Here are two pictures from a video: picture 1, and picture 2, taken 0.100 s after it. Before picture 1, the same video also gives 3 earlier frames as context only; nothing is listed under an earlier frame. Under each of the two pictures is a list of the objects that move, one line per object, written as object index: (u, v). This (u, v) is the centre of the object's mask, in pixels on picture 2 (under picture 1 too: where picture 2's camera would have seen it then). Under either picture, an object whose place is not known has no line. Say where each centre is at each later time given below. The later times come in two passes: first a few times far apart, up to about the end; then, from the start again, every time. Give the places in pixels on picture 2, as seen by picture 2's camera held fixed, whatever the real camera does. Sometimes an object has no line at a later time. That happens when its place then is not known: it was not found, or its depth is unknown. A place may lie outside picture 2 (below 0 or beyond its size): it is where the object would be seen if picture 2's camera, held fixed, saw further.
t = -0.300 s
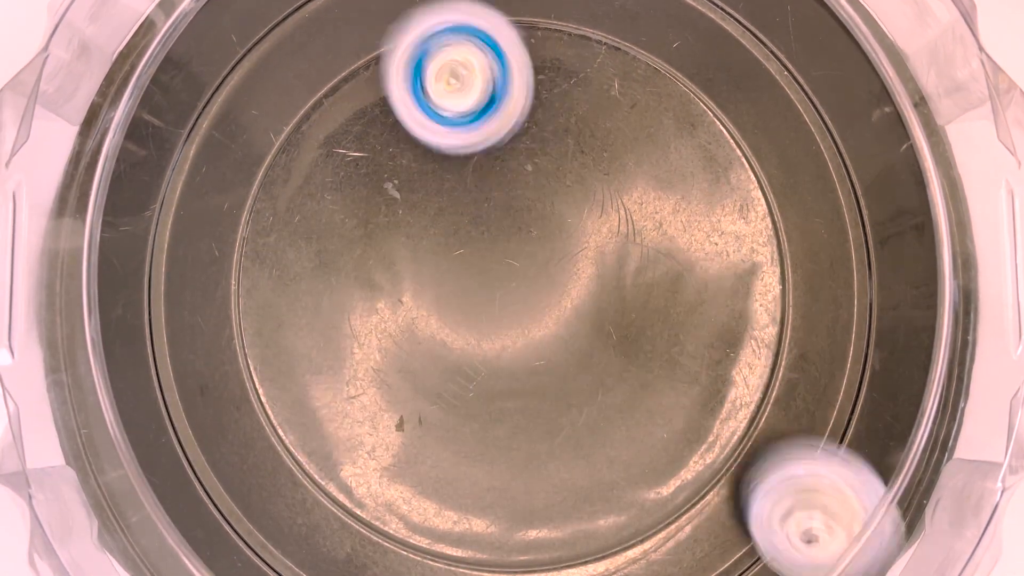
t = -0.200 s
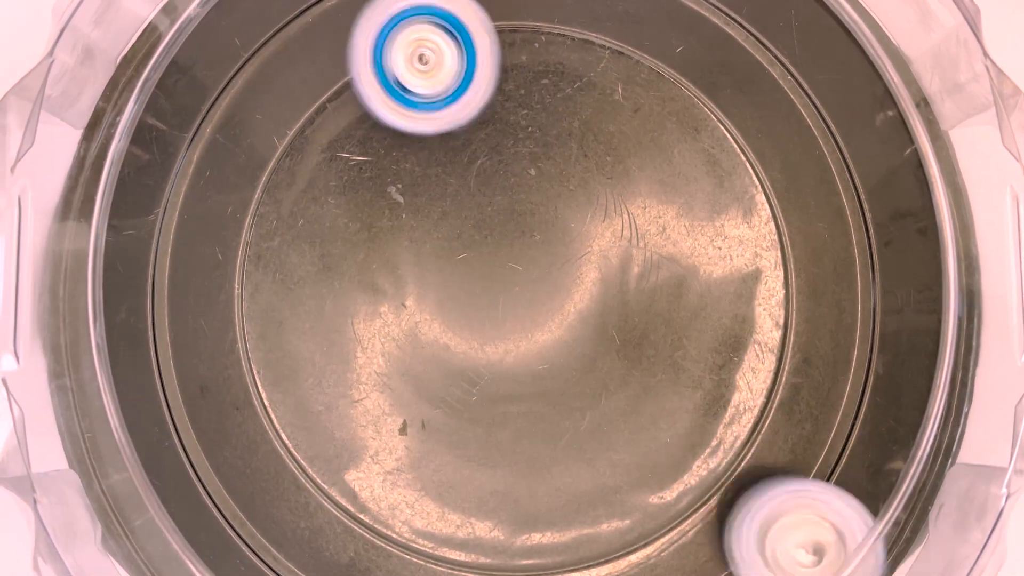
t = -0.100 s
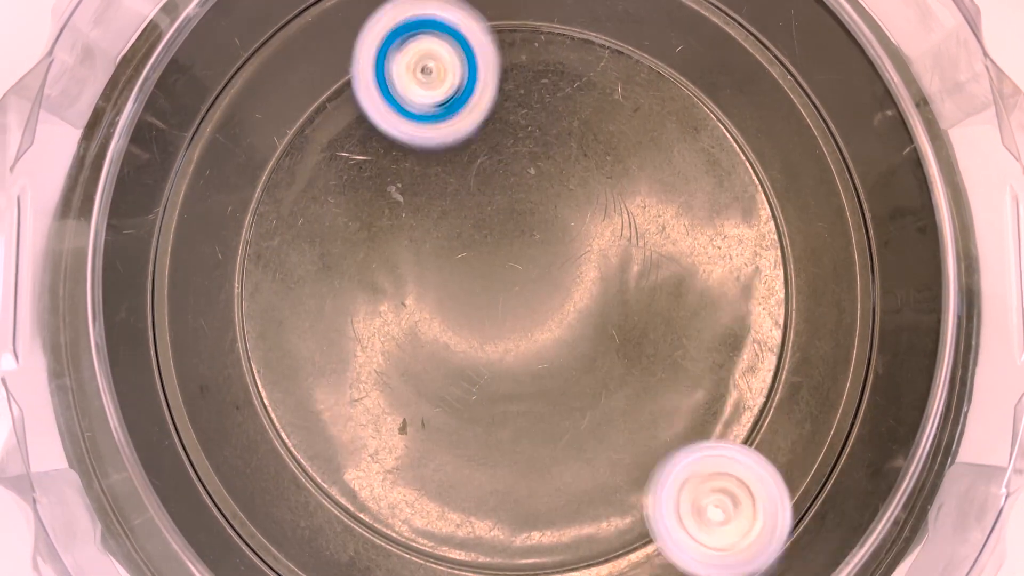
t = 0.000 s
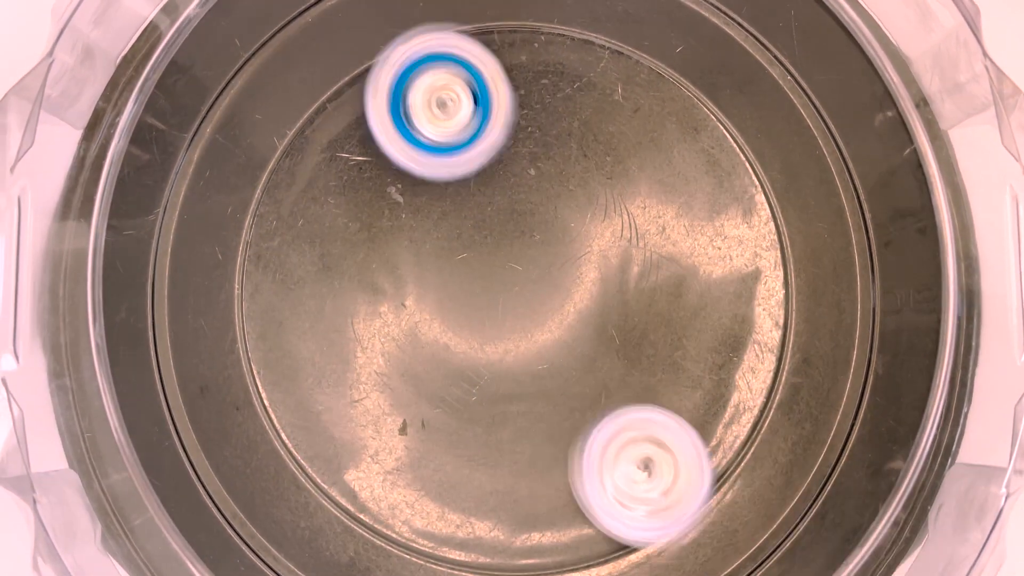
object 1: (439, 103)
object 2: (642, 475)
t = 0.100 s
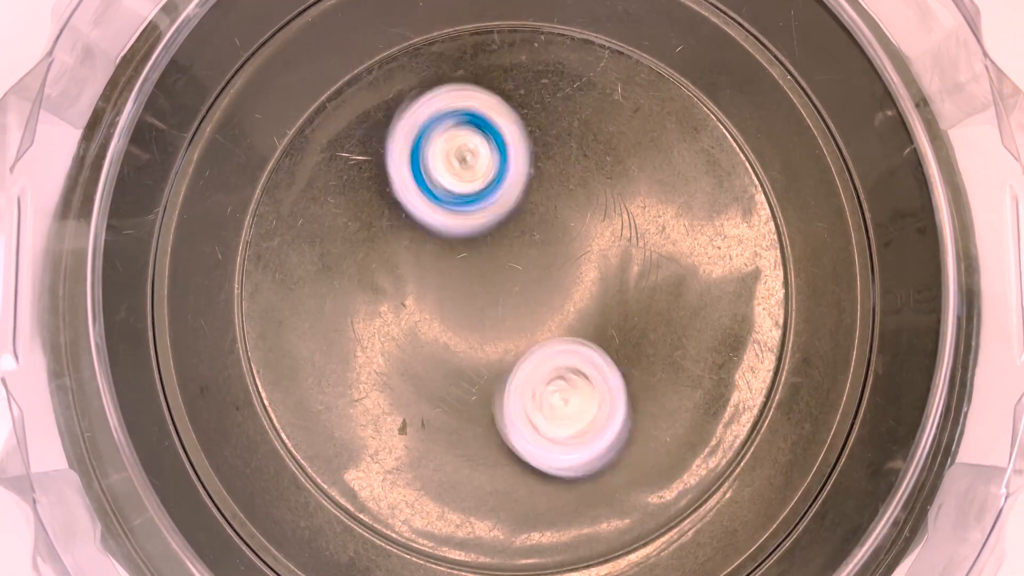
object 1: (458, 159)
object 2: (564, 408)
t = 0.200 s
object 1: (480, 220)
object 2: (499, 339)
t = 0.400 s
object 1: (518, 175)
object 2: (445, 332)
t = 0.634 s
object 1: (555, 274)
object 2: (426, 265)
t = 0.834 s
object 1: (548, 358)
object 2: (470, 207)
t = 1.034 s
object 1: (481, 378)
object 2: (549, 194)
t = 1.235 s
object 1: (472, 295)
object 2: (621, 221)
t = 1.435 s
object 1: (515, 235)
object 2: (661, 277)
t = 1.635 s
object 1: (572, 232)
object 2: (652, 345)
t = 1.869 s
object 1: (506, 267)
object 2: (571, 392)
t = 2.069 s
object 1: (455, 214)
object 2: (471, 407)
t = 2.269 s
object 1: (501, 182)
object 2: (402, 365)
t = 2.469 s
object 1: (545, 258)
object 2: (404, 279)
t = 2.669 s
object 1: (548, 336)
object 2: (476, 206)
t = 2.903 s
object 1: (510, 392)
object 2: (594, 179)
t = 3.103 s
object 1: (484, 329)
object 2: (657, 215)
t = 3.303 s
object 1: (518, 261)
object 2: (649, 275)
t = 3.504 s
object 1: (437, 268)
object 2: (671, 285)
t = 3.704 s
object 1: (440, 277)
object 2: (583, 273)
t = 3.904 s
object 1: (424, 303)
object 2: (546, 256)
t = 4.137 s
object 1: (477, 295)
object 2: (596, 214)
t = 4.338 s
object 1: (489, 297)
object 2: (665, 176)
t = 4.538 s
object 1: (484, 284)
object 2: (649, 204)
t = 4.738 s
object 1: (473, 297)
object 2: (594, 247)
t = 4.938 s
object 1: (450, 330)
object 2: (559, 250)
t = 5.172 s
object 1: (472, 325)
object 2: (562, 225)
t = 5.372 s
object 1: (479, 318)
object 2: (597, 216)
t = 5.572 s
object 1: (474, 286)
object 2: (621, 248)
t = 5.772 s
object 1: (469, 274)
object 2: (585, 302)
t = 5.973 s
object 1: (465, 276)
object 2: (538, 359)
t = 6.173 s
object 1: (494, 273)
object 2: (529, 364)
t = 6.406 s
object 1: (501, 270)
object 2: (534, 362)
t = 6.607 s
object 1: (501, 270)
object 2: (534, 362)
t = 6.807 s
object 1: (501, 270)
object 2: (534, 362)
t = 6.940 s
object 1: (501, 270)
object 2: (534, 363)
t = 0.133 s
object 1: (466, 181)
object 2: (539, 381)
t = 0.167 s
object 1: (475, 206)
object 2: (515, 358)
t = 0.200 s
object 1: (480, 220)
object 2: (499, 339)
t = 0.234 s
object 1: (485, 205)
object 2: (488, 345)
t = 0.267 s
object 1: (487, 191)
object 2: (475, 352)
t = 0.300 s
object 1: (492, 184)
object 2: (465, 352)
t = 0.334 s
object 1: (499, 178)
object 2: (457, 349)
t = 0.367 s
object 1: (507, 175)
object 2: (451, 341)
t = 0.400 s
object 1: (518, 175)
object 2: (445, 332)
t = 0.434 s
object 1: (528, 183)
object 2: (440, 324)
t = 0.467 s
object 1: (536, 196)
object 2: (438, 315)
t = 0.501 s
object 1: (540, 210)
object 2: (436, 305)
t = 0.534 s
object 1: (542, 226)
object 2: (434, 295)
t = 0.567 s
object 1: (543, 241)
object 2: (430, 288)
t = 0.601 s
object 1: (548, 257)
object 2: (429, 277)
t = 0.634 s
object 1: (555, 274)
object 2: (426, 265)
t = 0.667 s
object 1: (559, 288)
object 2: (429, 253)
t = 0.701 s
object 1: (559, 303)
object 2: (434, 242)
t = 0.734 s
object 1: (560, 318)
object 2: (440, 231)
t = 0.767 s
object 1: (558, 331)
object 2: (449, 221)
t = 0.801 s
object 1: (553, 344)
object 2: (457, 214)
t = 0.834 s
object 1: (548, 358)
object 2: (470, 207)
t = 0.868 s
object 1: (542, 368)
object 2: (482, 202)
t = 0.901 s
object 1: (531, 377)
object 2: (493, 197)
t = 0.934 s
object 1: (519, 384)
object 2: (507, 196)
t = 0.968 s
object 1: (508, 387)
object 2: (521, 194)
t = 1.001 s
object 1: (494, 385)
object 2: (536, 192)
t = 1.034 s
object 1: (481, 378)
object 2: (549, 194)
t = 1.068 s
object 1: (472, 368)
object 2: (563, 196)
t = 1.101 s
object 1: (465, 354)
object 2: (578, 199)
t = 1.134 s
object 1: (462, 339)
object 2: (589, 203)
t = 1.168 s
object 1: (463, 325)
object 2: (601, 209)
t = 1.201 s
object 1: (466, 311)
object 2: (612, 215)
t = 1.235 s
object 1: (472, 295)
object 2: (621, 221)
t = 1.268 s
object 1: (479, 283)
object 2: (630, 229)
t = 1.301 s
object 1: (488, 272)
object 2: (637, 238)
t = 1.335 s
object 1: (498, 261)
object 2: (641, 245)
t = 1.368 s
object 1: (506, 251)
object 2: (646, 257)
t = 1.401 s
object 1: (509, 243)
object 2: (656, 268)
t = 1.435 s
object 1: (515, 235)
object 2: (661, 277)
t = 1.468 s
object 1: (524, 227)
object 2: (664, 289)
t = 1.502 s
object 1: (534, 220)
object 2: (664, 300)
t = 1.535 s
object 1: (546, 218)
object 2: (664, 310)
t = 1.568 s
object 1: (558, 220)
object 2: (661, 322)
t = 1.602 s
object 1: (569, 224)
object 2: (657, 333)
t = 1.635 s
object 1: (572, 232)
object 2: (652, 345)
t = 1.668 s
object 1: (571, 242)
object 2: (647, 358)
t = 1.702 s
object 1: (564, 249)
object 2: (639, 369)
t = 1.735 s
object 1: (552, 256)
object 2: (628, 376)
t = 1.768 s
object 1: (541, 261)
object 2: (616, 383)
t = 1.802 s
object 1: (529, 264)
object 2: (603, 389)
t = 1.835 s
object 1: (518, 266)
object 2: (587, 391)
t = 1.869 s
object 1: (506, 267)
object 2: (571, 392)
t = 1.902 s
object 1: (495, 266)
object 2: (555, 393)
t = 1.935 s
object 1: (485, 264)
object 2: (537, 389)
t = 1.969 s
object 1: (475, 261)
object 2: (519, 385)
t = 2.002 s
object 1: (464, 251)
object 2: (502, 386)
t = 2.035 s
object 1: (457, 229)
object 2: (486, 400)
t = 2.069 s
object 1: (455, 214)
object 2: (471, 407)
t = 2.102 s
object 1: (456, 203)
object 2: (456, 408)
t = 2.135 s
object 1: (460, 193)
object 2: (440, 402)
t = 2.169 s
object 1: (467, 186)
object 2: (428, 396)
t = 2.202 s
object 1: (476, 180)
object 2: (418, 386)
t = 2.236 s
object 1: (489, 178)
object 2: (407, 376)
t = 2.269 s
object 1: (501, 182)
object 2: (402, 365)
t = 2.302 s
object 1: (513, 191)
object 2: (397, 351)
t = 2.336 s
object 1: (523, 202)
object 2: (393, 339)
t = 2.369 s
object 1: (532, 215)
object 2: (393, 324)
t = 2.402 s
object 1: (537, 229)
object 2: (393, 310)
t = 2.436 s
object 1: (541, 245)
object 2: (398, 295)
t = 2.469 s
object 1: (545, 258)
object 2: (404, 279)
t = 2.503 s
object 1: (547, 272)
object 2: (411, 265)
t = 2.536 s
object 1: (548, 285)
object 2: (421, 251)
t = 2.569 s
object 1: (548, 299)
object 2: (430, 238)
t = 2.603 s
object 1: (548, 312)
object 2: (444, 226)
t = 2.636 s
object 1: (548, 325)
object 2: (459, 214)
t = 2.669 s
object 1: (548, 336)
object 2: (476, 206)
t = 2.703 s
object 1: (545, 347)
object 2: (494, 197)
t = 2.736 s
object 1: (542, 358)
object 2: (510, 191)
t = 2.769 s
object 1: (536, 369)
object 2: (528, 186)
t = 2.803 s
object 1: (532, 378)
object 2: (545, 181)
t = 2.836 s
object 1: (527, 385)
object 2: (563, 179)
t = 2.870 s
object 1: (520, 390)
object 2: (579, 177)
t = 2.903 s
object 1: (510, 392)
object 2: (594, 179)
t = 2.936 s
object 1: (498, 389)
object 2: (609, 180)
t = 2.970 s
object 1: (489, 382)
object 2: (621, 186)
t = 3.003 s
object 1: (482, 370)
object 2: (634, 191)
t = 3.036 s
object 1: (481, 357)
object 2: (643, 198)
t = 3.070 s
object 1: (481, 343)
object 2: (652, 207)
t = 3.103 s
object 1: (484, 329)
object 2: (657, 215)
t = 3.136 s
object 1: (489, 315)
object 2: (661, 226)
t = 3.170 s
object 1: (493, 302)
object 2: (663, 235)
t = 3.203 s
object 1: (498, 290)
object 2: (662, 245)
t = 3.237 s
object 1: (504, 280)
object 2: (660, 255)
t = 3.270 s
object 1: (511, 270)
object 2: (654, 265)
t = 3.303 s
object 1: (518, 261)
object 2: (649, 275)
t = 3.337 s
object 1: (524, 253)
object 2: (643, 283)
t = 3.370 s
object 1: (517, 250)
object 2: (646, 288)
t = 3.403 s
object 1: (487, 254)
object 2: (665, 286)
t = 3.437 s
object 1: (465, 258)
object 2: (675, 287)
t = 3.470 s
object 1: (451, 264)
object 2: (675, 286)
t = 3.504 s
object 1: (437, 268)
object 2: (671, 285)
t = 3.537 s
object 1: (429, 269)
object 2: (666, 284)
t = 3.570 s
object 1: (428, 269)
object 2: (655, 284)
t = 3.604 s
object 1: (429, 271)
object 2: (642, 284)
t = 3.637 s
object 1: (429, 275)
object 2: (627, 281)
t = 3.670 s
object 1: (433, 273)
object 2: (607, 278)
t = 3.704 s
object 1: (440, 277)
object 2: (583, 273)
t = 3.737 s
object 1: (441, 284)
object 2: (559, 270)
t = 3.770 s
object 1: (425, 286)
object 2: (558, 264)
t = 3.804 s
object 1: (422, 294)
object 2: (553, 260)
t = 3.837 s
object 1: (419, 300)
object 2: (549, 259)
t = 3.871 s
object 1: (417, 302)
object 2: (545, 257)
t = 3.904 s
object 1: (424, 303)
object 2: (546, 256)
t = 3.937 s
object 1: (427, 306)
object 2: (548, 253)
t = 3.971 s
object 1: (423, 307)
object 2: (563, 248)
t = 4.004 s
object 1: (435, 309)
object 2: (574, 241)
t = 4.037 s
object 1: (441, 309)
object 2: (583, 236)
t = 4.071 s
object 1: (453, 302)
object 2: (587, 228)
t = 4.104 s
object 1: (471, 299)
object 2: (589, 225)
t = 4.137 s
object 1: (477, 295)
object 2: (596, 214)
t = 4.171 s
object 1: (478, 302)
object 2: (618, 196)
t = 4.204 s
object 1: (476, 310)
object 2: (634, 184)
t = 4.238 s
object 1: (482, 307)
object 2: (646, 180)
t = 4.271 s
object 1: (484, 307)
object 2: (654, 176)
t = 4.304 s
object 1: (489, 299)
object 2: (662, 176)
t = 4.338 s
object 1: (489, 297)
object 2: (665, 176)
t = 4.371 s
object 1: (487, 289)
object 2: (668, 178)
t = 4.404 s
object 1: (484, 291)
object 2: (667, 181)
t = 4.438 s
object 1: (486, 284)
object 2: (665, 185)
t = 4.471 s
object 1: (486, 286)
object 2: (660, 190)
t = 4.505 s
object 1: (485, 281)
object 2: (655, 196)
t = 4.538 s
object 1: (484, 284)
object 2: (649, 204)
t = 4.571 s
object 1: (486, 282)
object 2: (640, 212)
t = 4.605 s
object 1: (486, 284)
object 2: (628, 223)
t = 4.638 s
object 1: (489, 282)
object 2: (615, 233)
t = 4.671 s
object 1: (476, 289)
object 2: (613, 239)
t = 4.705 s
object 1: (473, 297)
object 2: (604, 243)
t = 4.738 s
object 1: (473, 297)
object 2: (594, 247)
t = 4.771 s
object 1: (472, 306)
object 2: (580, 249)
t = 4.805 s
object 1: (469, 309)
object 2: (574, 251)
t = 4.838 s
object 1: (461, 316)
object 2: (567, 253)
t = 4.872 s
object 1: (460, 327)
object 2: (567, 250)
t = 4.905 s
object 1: (455, 326)
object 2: (565, 250)
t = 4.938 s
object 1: (450, 330)
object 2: (559, 250)
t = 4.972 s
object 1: (444, 338)
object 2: (568, 241)
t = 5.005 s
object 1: (438, 340)
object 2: (570, 233)
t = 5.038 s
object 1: (440, 345)
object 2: (573, 226)
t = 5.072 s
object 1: (447, 347)
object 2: (571, 225)
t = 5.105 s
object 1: (456, 346)
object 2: (567, 222)
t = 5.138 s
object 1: (466, 338)
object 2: (566, 222)
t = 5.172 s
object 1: (472, 325)
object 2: (562, 225)
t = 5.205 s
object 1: (474, 319)
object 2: (556, 229)
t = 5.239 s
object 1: (475, 324)
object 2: (568, 221)
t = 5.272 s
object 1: (473, 325)
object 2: (580, 216)
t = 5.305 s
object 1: (470, 327)
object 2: (587, 212)
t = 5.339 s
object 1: (472, 326)
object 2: (595, 212)
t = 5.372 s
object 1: (479, 318)
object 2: (597, 216)
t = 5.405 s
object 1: (486, 312)
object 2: (600, 219)
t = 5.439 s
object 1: (489, 306)
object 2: (599, 223)
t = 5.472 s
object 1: (496, 301)
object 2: (600, 228)
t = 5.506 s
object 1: (501, 293)
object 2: (599, 236)
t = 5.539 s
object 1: (492, 287)
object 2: (606, 242)
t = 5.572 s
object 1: (474, 286)
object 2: (621, 248)
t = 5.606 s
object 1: (462, 287)
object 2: (627, 254)
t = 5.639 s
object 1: (460, 284)
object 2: (625, 263)
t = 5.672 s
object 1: (463, 280)
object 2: (616, 271)
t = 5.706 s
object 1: (465, 277)
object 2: (608, 278)
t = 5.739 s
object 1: (467, 276)
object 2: (596, 290)
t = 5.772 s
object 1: (469, 274)
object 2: (585, 302)
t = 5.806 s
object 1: (468, 272)
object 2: (575, 312)
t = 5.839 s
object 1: (463, 271)
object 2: (568, 325)
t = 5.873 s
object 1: (460, 272)
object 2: (562, 337)
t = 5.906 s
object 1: (460, 273)
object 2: (554, 348)
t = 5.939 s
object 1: (462, 274)
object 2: (545, 354)
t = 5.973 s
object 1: (465, 276)
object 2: (538, 359)
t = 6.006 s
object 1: (470, 276)
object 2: (533, 365)
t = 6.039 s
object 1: (476, 275)
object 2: (527, 368)
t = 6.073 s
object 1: (481, 272)
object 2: (524, 368)
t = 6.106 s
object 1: (486, 273)
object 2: (524, 368)
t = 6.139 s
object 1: (490, 273)
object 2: (525, 367)
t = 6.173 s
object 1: (494, 273)
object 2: (529, 364)
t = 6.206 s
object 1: (498, 271)
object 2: (533, 362)
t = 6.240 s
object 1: (500, 270)
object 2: (535, 363)
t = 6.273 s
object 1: (501, 270)
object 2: (534, 363)
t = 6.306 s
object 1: (501, 270)
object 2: (533, 363)
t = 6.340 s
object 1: (501, 270)
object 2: (533, 363)
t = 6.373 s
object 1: (501, 270)
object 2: (534, 362)
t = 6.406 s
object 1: (501, 270)
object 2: (534, 362)
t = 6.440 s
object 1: (501, 270)
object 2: (534, 362)
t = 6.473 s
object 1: (501, 270)
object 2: (534, 362)
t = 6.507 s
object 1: (501, 270)
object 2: (534, 362)
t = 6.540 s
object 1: (501, 270)
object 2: (534, 362)
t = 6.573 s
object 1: (501, 270)
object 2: (534, 362)
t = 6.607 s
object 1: (501, 270)
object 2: (534, 362)
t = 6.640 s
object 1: (501, 270)
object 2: (534, 362)
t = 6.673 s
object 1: (501, 270)
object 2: (534, 362)
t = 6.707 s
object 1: (501, 270)
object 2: (534, 362)
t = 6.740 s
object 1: (501, 270)
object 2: (534, 363)
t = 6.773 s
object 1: (501, 270)
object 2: (534, 362)
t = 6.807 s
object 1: (501, 270)
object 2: (534, 362)
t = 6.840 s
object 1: (501, 270)
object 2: (534, 362)
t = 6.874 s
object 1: (501, 270)
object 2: (534, 363)
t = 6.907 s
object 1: (501, 270)
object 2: (534, 363)
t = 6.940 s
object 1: (501, 270)
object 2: (534, 363)
